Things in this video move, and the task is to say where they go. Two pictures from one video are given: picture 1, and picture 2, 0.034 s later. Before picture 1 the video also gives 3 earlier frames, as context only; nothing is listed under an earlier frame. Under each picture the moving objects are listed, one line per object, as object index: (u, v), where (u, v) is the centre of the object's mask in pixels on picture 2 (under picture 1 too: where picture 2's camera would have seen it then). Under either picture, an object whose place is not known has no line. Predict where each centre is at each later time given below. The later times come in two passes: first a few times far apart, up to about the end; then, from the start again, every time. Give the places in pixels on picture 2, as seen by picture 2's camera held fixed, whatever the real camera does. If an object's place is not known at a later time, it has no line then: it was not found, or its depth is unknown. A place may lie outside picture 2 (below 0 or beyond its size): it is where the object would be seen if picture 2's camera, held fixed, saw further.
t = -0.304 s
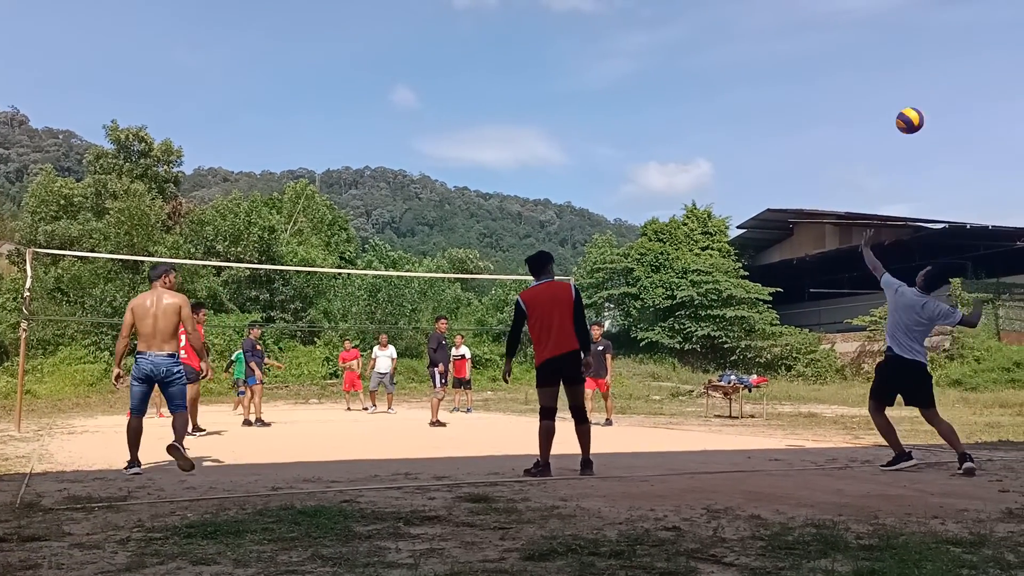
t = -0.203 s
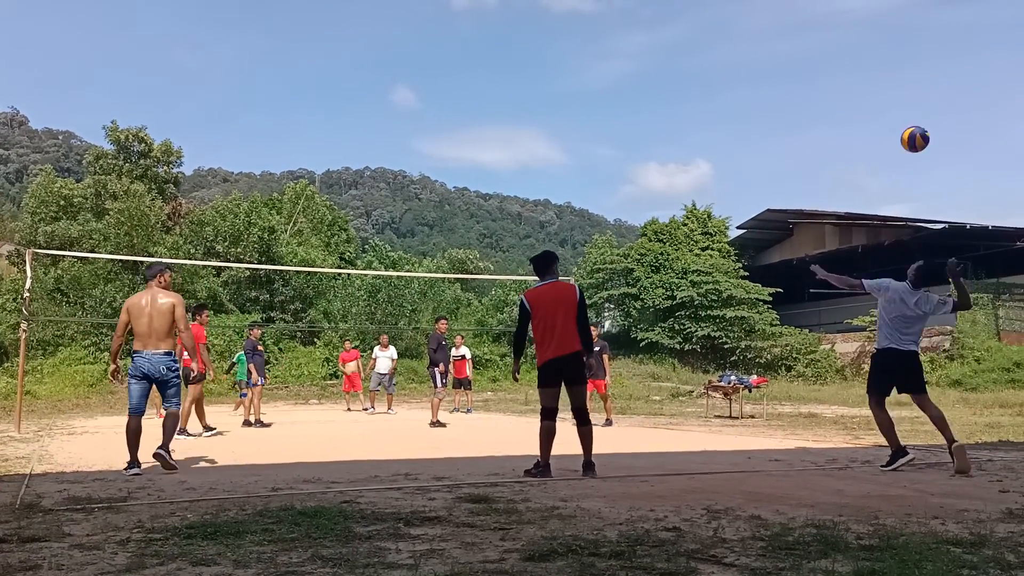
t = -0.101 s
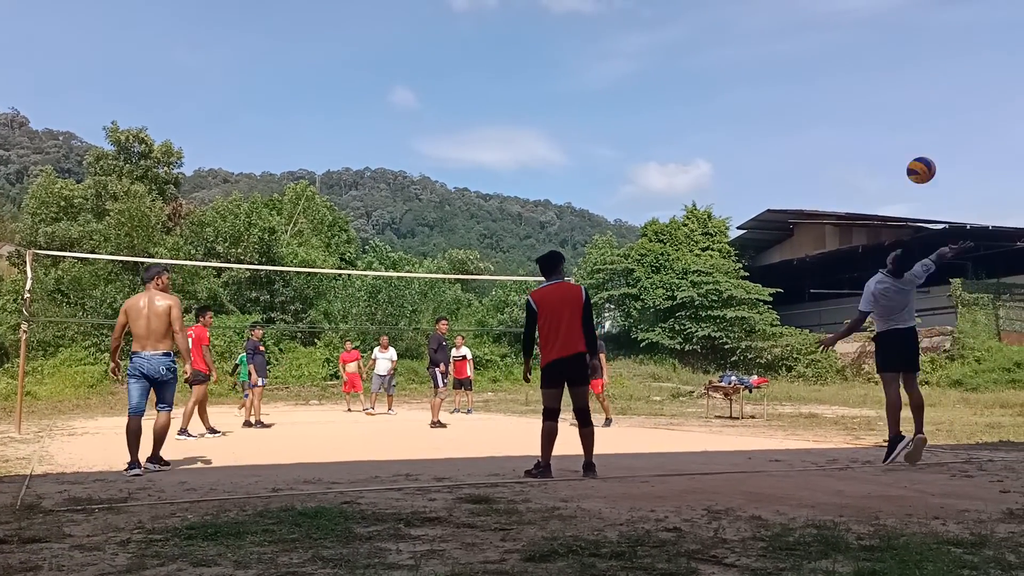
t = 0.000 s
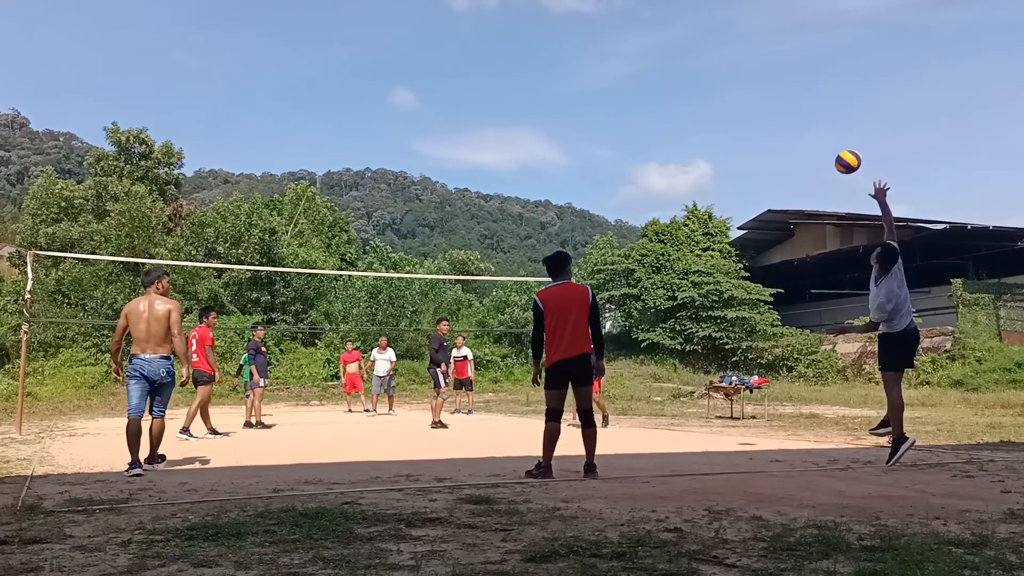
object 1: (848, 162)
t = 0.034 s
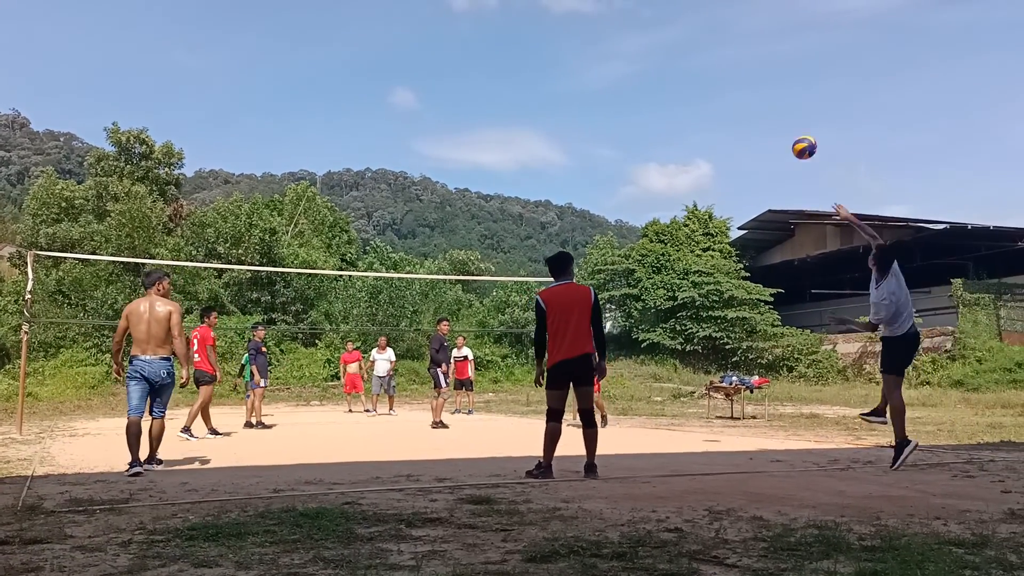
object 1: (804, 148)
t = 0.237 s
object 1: (613, 107)
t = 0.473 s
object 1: (483, 114)
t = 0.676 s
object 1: (411, 146)
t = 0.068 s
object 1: (765, 136)
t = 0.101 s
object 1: (728, 126)
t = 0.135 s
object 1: (696, 119)
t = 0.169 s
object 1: (666, 113)
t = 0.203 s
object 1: (638, 109)
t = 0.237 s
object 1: (613, 107)
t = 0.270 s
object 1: (590, 105)
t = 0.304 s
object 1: (569, 105)
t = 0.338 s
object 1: (549, 105)
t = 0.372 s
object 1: (530, 106)
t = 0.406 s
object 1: (514, 108)
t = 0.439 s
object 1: (498, 111)
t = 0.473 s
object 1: (483, 114)
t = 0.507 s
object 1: (469, 118)
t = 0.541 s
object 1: (456, 123)
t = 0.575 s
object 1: (444, 128)
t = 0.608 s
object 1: (432, 134)
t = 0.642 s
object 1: (422, 140)
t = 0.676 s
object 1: (411, 146)
